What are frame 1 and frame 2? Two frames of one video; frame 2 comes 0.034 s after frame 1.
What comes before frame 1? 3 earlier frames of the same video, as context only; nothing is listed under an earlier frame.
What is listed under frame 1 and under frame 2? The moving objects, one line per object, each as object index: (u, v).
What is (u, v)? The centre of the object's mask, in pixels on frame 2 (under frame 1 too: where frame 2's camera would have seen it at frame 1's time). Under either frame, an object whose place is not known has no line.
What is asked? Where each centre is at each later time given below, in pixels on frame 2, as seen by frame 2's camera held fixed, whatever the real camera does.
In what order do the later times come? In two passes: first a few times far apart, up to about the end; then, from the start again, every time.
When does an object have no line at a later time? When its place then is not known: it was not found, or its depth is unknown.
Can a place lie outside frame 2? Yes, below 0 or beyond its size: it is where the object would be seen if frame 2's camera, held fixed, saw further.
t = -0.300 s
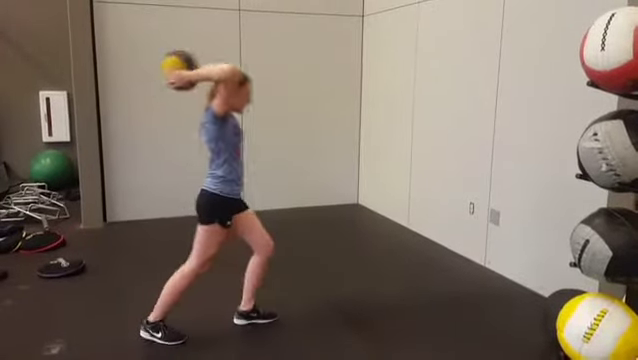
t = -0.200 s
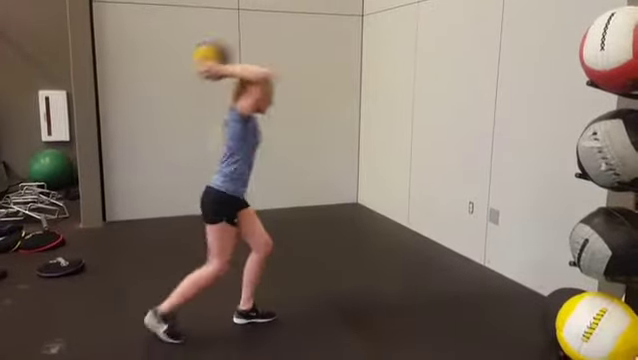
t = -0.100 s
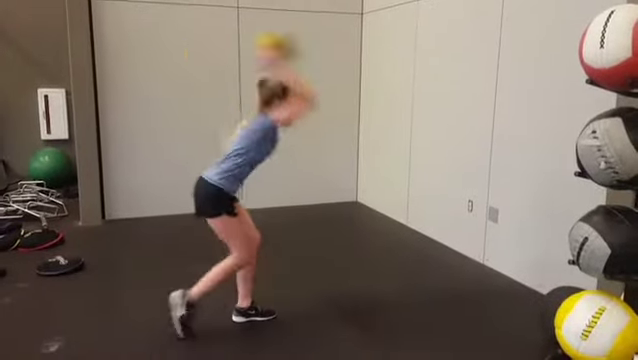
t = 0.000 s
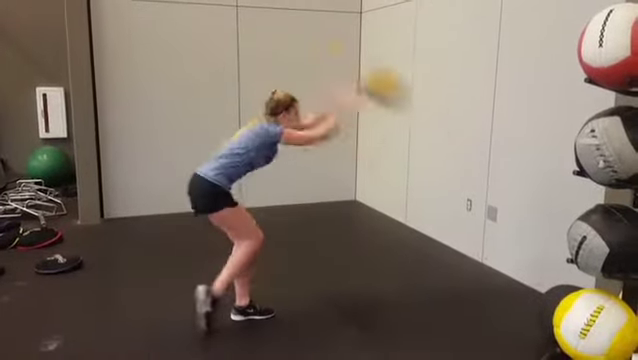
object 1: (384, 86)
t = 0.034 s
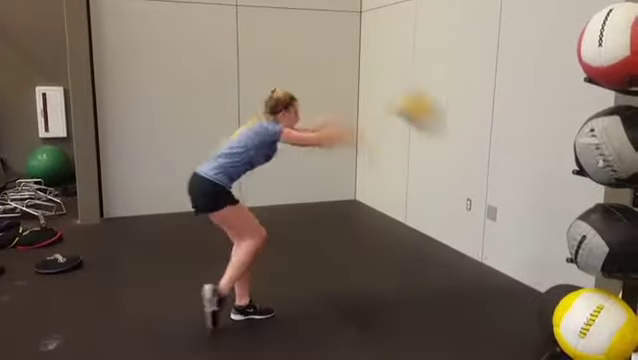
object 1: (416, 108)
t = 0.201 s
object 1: (508, 221)
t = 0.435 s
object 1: (377, 251)
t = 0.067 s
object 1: (454, 135)
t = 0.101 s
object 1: (483, 160)
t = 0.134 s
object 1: (521, 188)
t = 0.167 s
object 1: (531, 205)
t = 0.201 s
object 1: (508, 221)
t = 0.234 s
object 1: (487, 241)
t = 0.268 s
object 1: (466, 259)
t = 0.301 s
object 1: (443, 281)
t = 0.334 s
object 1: (424, 283)
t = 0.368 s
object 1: (412, 271)
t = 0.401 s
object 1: (396, 259)
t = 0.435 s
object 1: (377, 251)
